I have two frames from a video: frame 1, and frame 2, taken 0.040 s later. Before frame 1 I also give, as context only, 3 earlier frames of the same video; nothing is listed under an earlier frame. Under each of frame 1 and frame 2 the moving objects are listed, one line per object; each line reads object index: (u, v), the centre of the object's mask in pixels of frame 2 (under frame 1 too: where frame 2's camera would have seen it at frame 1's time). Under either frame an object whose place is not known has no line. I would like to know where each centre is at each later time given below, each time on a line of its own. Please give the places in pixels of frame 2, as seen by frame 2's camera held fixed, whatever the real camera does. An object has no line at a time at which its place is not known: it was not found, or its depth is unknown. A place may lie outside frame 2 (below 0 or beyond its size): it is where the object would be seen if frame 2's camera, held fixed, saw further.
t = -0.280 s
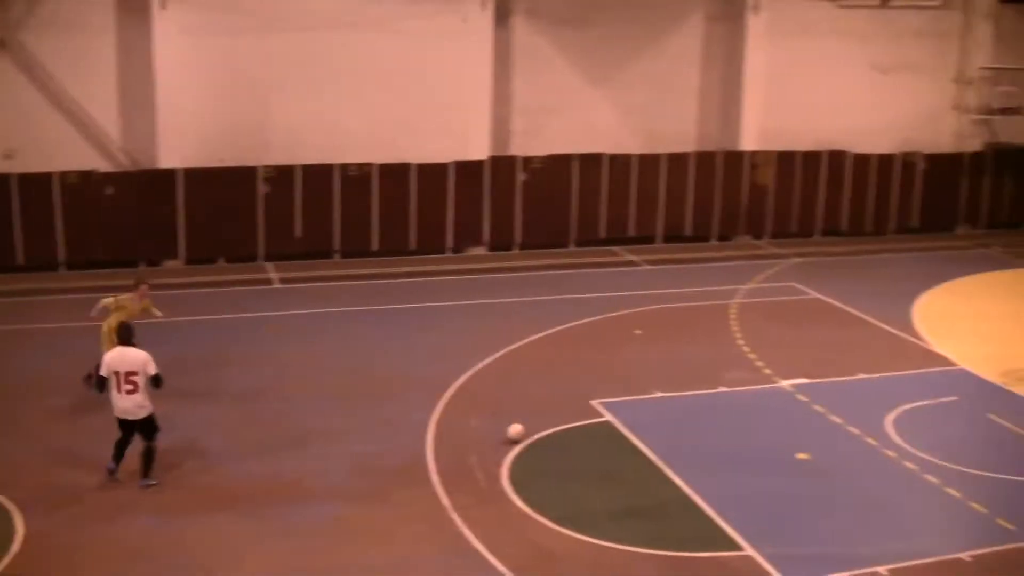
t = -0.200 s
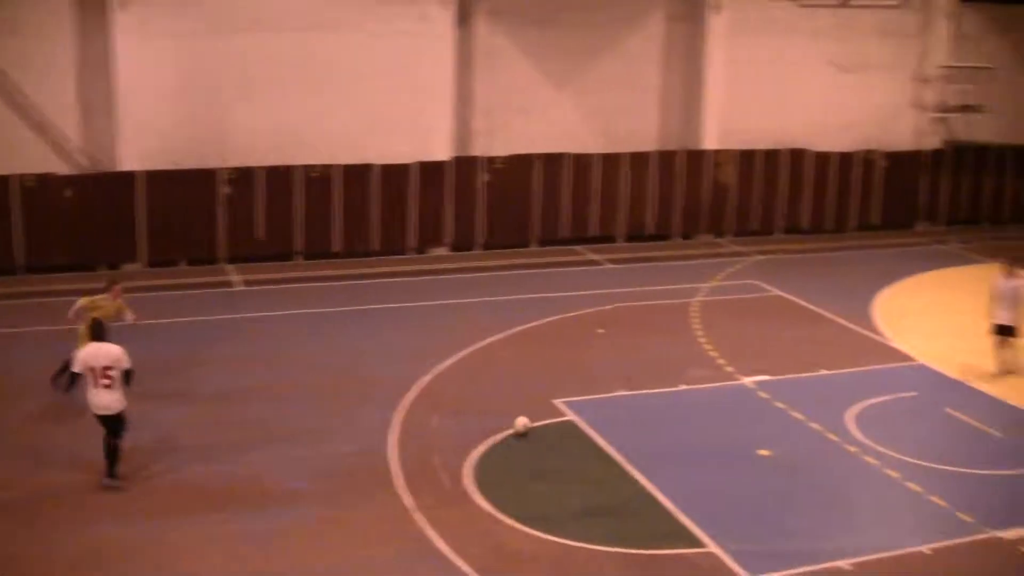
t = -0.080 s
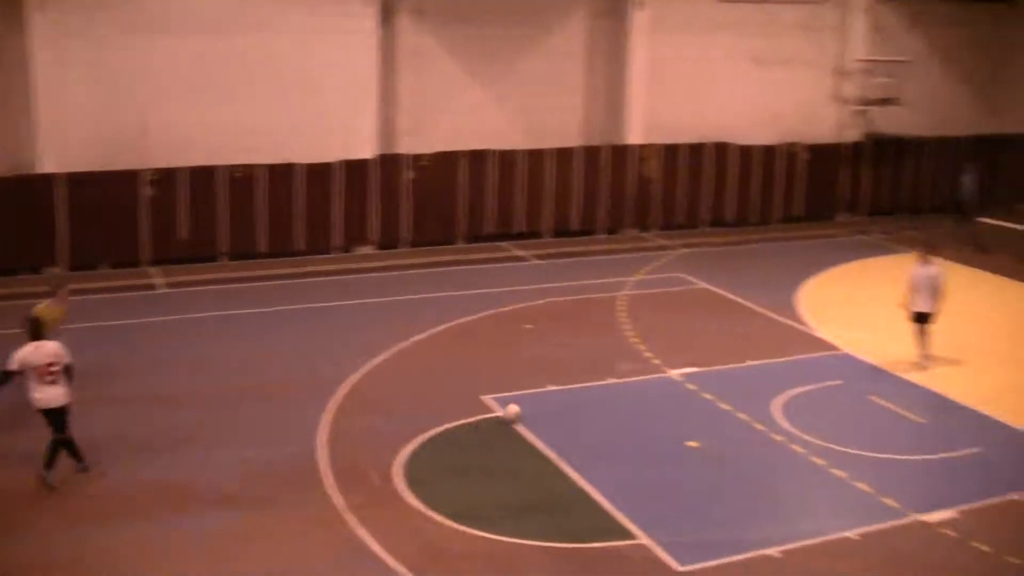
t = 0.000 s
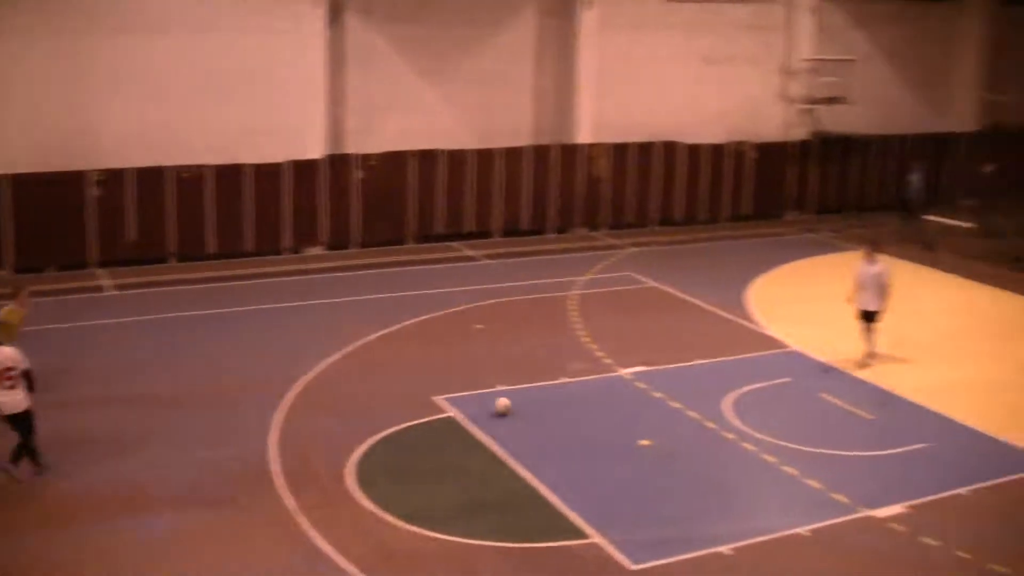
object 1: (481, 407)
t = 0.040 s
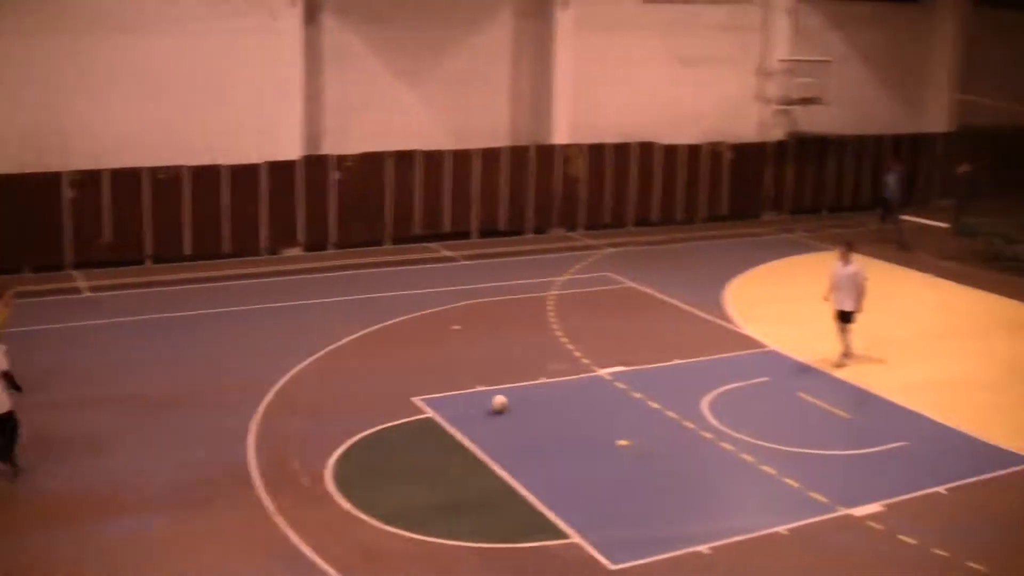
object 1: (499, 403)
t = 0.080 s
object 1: (516, 400)
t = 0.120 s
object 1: (534, 397)
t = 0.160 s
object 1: (551, 393)
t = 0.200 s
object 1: (567, 390)
